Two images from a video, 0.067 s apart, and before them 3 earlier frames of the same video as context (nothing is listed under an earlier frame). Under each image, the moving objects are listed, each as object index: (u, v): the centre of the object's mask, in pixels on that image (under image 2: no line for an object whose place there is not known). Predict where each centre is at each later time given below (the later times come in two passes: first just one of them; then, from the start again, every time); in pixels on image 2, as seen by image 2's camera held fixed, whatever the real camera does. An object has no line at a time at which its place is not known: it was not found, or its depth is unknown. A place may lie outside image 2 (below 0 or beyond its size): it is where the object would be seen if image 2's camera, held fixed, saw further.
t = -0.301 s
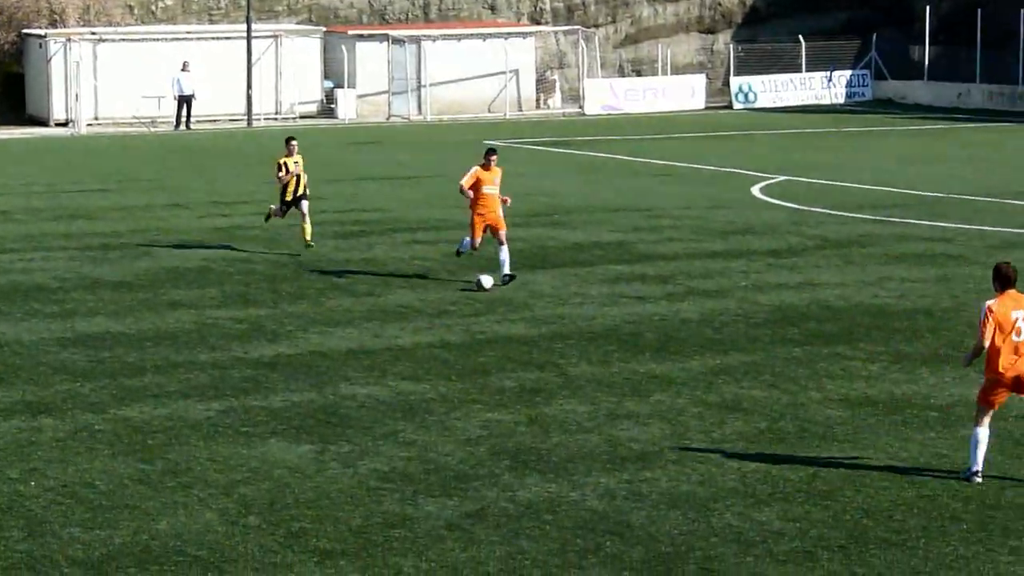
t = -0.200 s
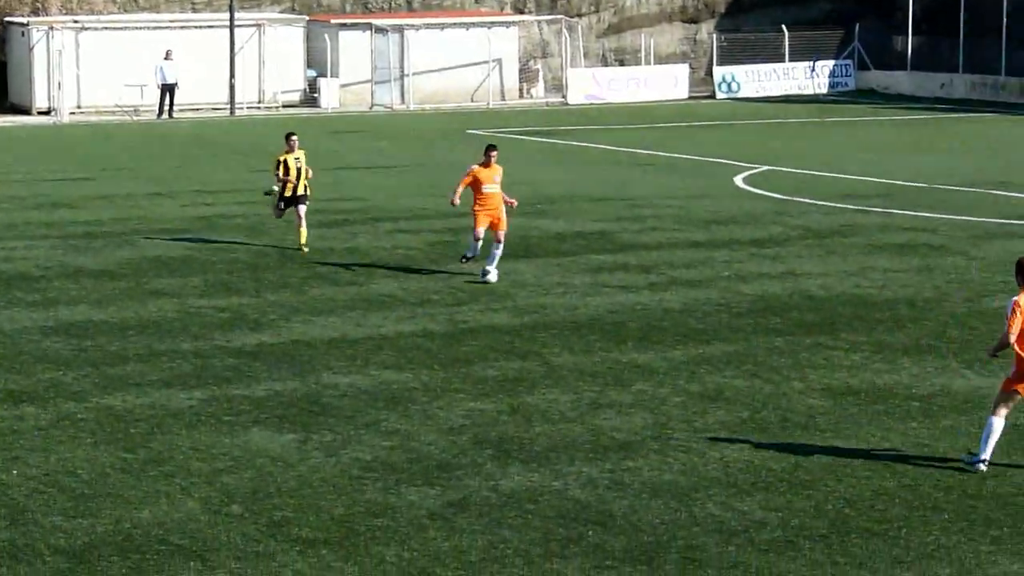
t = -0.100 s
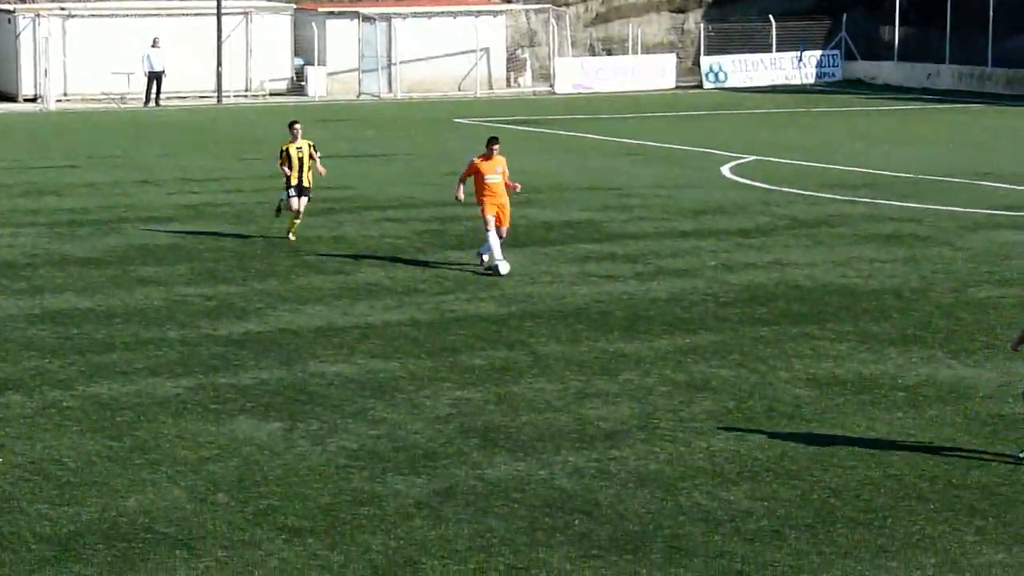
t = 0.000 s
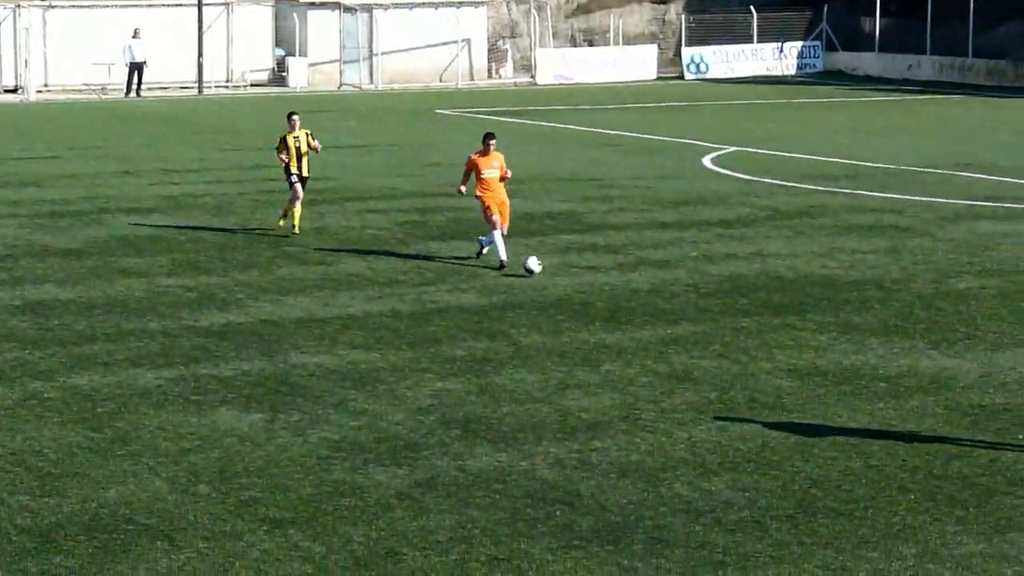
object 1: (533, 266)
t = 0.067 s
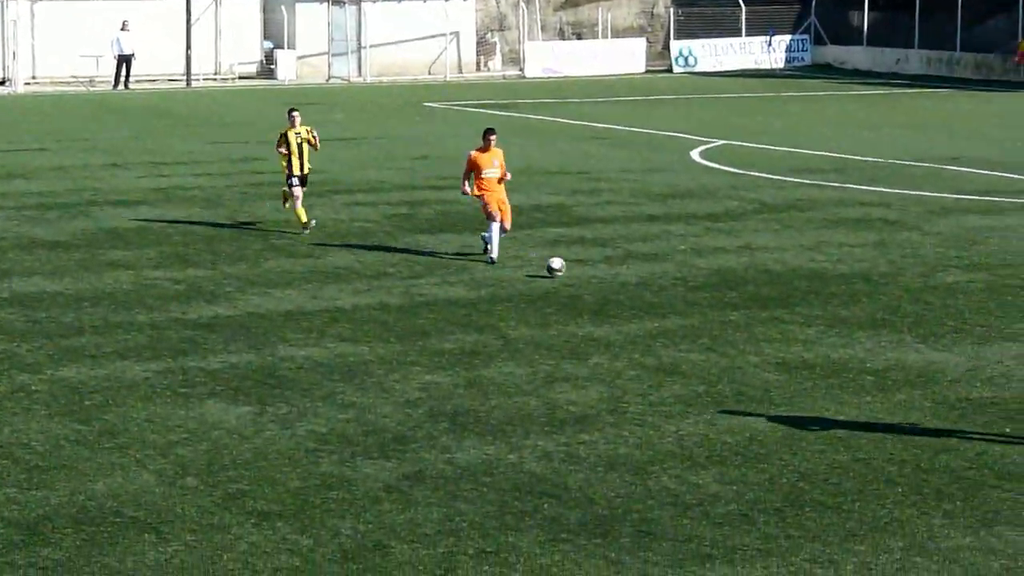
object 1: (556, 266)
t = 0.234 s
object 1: (635, 280)
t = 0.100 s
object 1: (573, 272)
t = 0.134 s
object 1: (589, 274)
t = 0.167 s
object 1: (603, 274)
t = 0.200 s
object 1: (619, 277)
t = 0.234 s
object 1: (635, 280)
